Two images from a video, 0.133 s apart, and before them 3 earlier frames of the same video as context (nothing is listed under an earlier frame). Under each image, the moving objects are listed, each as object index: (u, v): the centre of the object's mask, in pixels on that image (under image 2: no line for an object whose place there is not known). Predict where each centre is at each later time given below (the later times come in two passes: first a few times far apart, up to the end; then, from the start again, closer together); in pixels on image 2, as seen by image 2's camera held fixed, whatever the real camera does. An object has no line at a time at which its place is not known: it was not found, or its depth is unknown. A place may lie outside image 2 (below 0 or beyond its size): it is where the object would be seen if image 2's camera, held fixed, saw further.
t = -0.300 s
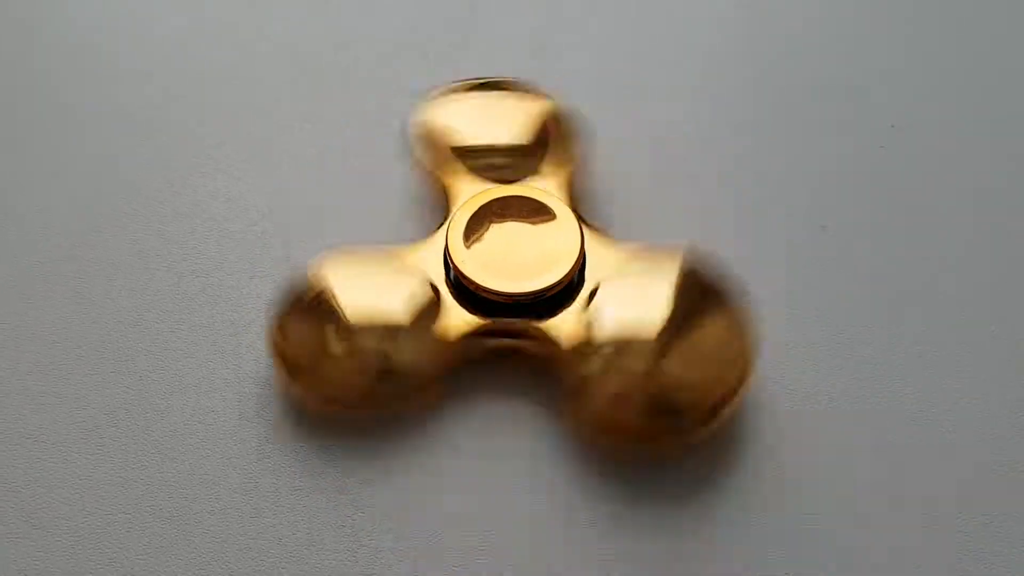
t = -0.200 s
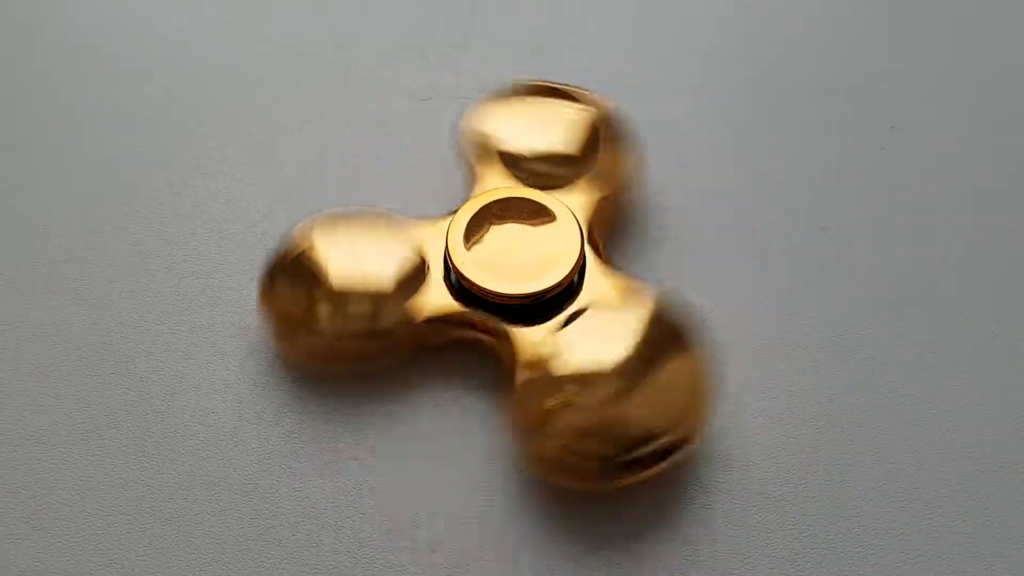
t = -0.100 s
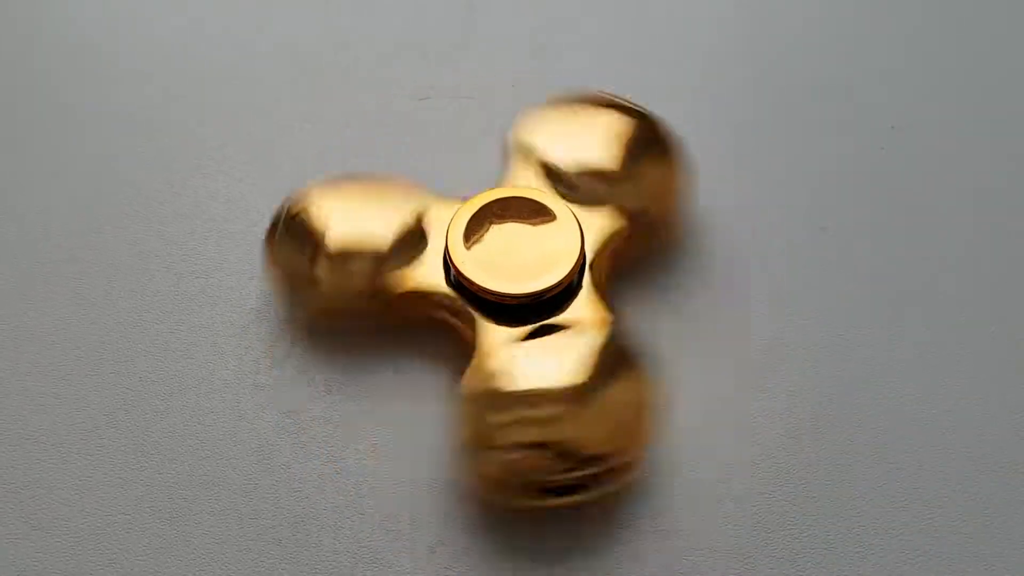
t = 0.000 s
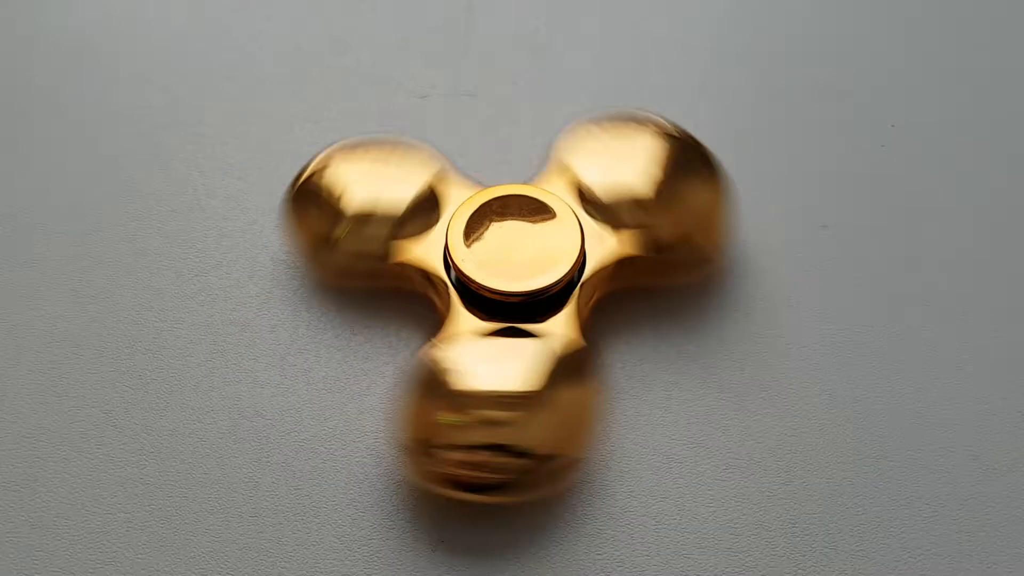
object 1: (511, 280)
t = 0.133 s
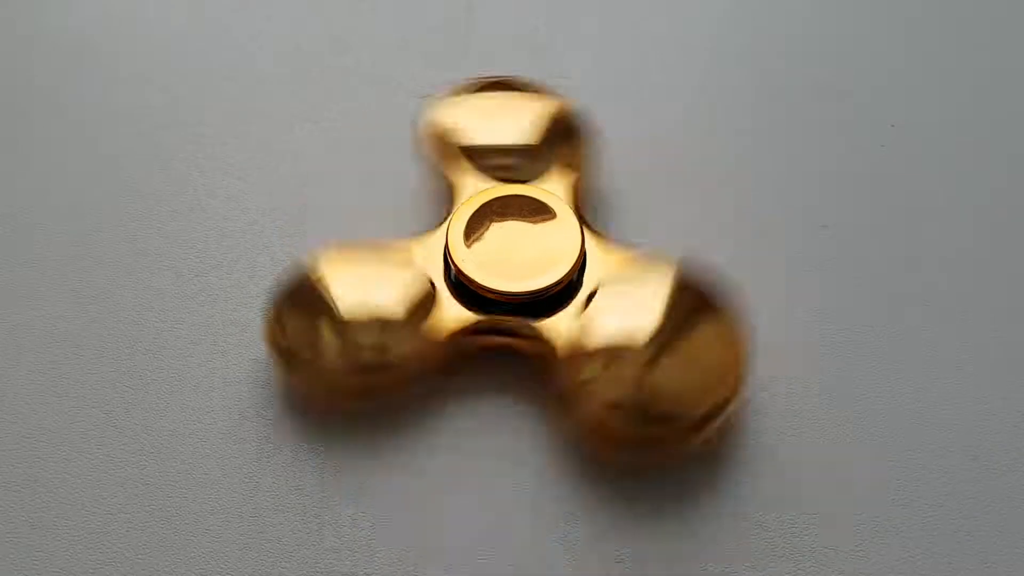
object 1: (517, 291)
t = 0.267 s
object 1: (514, 281)
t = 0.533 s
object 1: (515, 281)
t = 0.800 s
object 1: (518, 281)
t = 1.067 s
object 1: (518, 282)
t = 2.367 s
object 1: (512, 290)
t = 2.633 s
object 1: (514, 292)
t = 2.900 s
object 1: (520, 287)
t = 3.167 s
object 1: (517, 284)
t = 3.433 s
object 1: (514, 282)
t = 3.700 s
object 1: (511, 284)
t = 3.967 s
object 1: (511, 289)
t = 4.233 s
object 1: (516, 290)
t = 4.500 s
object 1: (518, 284)
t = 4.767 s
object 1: (512, 284)
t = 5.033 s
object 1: (510, 288)
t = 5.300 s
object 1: (518, 289)
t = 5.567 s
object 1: (517, 281)
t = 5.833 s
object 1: (510, 284)
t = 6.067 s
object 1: (517, 282)
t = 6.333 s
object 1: (510, 287)
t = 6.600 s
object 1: (519, 287)
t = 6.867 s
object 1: (513, 284)
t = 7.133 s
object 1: (517, 288)
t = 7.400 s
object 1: (518, 281)
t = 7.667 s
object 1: (513, 289)
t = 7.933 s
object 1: (515, 284)
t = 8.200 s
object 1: (510, 288)
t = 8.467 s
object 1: (516, 282)
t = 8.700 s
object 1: (521, 286)
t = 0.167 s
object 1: (509, 283)
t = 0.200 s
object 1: (517, 283)
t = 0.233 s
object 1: (512, 290)
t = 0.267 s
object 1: (514, 281)
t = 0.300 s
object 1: (518, 291)
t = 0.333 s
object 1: (510, 285)
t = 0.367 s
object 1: (517, 283)
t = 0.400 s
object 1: (517, 290)
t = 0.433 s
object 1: (510, 283)
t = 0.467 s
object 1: (519, 287)
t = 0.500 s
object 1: (509, 288)
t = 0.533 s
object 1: (515, 281)
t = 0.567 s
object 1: (518, 292)
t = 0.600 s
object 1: (510, 284)
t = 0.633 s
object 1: (516, 283)
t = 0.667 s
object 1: (513, 291)
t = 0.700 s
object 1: (511, 283)
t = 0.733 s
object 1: (518, 288)
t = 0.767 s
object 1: (509, 287)
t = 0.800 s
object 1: (518, 281)
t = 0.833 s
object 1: (519, 291)
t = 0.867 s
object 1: (511, 285)
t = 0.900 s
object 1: (519, 286)
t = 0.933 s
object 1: (513, 291)
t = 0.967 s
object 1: (514, 284)
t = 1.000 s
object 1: (520, 291)
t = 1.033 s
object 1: (510, 286)
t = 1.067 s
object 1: (518, 282)
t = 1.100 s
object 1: (518, 293)
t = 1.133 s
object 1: (511, 285)
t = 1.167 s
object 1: (520, 286)
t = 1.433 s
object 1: (517, 286)
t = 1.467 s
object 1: (513, 291)
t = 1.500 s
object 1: (513, 284)
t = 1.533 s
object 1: (519, 289)
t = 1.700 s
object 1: (517, 284)
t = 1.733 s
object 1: (514, 291)
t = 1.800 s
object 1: (519, 288)
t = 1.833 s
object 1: (509, 289)
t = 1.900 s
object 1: (518, 291)
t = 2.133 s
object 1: (514, 281)
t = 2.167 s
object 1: (520, 288)
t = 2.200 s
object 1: (509, 287)
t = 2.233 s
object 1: (515, 283)
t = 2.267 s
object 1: (516, 290)
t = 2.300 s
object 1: (509, 284)
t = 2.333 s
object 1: (515, 283)
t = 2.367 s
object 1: (512, 290)
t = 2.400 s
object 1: (511, 282)
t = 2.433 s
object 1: (522, 287)
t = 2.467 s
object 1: (511, 290)
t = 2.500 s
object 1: (512, 283)
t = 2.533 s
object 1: (516, 290)
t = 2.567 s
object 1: (508, 287)
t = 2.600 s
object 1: (515, 281)
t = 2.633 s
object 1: (514, 292)
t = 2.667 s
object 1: (508, 283)
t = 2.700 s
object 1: (517, 283)
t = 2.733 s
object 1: (514, 290)
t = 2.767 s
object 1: (510, 284)
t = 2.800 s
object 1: (518, 286)
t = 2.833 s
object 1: (512, 289)
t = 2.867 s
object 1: (513, 282)
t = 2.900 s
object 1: (520, 287)
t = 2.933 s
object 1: (509, 286)
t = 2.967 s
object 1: (515, 281)
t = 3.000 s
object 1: (518, 291)
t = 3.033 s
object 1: (510, 285)
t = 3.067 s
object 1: (515, 283)
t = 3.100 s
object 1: (516, 291)
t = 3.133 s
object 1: (510, 284)
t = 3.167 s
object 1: (517, 284)
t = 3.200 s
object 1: (514, 289)
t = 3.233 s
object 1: (511, 282)
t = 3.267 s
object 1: (520, 287)
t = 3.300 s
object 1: (514, 289)
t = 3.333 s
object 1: (514, 282)
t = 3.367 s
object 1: (519, 287)
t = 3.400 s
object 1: (509, 288)
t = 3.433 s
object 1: (514, 282)
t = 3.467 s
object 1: (517, 287)
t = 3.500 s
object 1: (509, 285)
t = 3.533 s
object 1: (518, 281)
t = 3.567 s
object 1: (518, 289)
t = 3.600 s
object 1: (512, 284)
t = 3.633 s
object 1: (517, 283)
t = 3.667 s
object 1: (516, 289)
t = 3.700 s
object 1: (511, 284)
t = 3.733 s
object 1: (518, 283)
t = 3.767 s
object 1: (513, 289)
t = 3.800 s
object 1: (513, 282)
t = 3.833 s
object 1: (522, 284)
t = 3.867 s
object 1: (513, 289)
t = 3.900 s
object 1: (514, 282)
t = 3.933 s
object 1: (520, 287)
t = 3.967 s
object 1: (511, 289)
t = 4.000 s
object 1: (514, 284)
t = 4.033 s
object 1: (519, 288)
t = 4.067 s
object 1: (511, 287)
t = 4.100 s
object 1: (517, 282)
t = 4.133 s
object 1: (518, 288)
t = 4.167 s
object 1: (511, 286)
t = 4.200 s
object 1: (517, 283)
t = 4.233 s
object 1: (516, 290)
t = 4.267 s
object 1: (510, 284)
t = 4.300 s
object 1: (518, 283)
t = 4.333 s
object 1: (516, 291)
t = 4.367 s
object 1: (510, 283)
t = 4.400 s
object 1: (518, 282)
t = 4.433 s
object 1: (516, 290)
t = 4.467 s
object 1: (511, 283)
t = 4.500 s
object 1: (518, 284)
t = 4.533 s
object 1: (514, 289)
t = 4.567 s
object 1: (511, 283)
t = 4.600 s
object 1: (519, 286)
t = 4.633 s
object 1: (512, 289)
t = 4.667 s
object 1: (513, 283)
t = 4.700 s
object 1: (519, 285)
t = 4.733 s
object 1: (513, 289)
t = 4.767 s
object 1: (512, 284)
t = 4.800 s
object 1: (518, 285)
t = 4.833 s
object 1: (510, 288)
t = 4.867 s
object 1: (513, 283)
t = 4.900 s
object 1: (518, 286)
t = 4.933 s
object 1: (508, 287)
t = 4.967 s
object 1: (515, 281)
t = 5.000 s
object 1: (520, 287)
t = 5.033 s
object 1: (510, 288)
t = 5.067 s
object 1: (515, 284)
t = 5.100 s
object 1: (518, 288)
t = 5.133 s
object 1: (509, 286)
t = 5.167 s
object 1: (515, 283)
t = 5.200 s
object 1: (516, 287)
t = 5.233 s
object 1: (508, 285)
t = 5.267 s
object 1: (516, 281)
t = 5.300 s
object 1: (518, 289)
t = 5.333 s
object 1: (509, 286)
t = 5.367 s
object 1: (515, 283)
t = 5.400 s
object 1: (515, 289)
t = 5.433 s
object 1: (509, 285)
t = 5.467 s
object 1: (516, 282)
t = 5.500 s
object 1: (517, 288)
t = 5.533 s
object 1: (509, 284)
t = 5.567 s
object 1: (517, 281)
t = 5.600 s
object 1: (517, 288)
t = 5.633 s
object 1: (510, 285)
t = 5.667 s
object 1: (516, 283)
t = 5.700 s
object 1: (516, 288)
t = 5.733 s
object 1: (509, 285)
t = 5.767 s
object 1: (516, 283)
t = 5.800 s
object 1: (516, 288)
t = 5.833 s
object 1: (510, 284)
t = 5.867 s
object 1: (518, 281)
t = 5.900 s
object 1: (519, 290)
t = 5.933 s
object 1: (511, 285)
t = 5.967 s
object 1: (517, 282)
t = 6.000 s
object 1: (517, 288)
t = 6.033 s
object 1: (509, 285)
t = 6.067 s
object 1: (517, 282)
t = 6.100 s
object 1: (517, 289)
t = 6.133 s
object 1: (509, 285)
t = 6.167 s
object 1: (517, 281)
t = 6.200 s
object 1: (519, 290)
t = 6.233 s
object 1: (510, 287)
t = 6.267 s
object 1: (516, 283)
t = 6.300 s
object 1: (517, 289)
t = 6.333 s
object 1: (510, 287)
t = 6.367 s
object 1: (516, 283)
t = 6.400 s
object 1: (519, 287)
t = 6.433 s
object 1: (511, 286)
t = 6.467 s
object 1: (516, 282)
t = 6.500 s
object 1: (521, 287)
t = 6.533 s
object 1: (512, 288)
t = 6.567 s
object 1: (514, 282)
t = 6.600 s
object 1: (519, 287)
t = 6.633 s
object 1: (511, 288)
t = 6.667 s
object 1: (514, 282)
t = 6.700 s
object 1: (521, 286)
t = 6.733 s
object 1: (513, 287)
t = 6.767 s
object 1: (515, 282)
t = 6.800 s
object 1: (521, 285)
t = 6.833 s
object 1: (514, 290)
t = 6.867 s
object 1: (513, 284)
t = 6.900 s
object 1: (519, 286)
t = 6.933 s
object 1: (514, 289)
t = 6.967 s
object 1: (512, 283)
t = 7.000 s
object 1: (518, 284)
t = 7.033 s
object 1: (514, 288)
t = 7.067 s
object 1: (512, 281)
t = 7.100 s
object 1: (520, 283)
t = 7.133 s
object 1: (517, 288)
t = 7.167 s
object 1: (512, 284)
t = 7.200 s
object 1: (519, 283)
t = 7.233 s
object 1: (517, 289)
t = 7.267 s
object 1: (512, 285)
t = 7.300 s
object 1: (517, 283)
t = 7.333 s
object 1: (516, 288)
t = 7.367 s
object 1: (512, 284)
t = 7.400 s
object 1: (518, 281)
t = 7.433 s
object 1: (518, 287)
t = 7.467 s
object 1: (511, 286)
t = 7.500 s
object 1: (515, 283)
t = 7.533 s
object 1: (518, 288)
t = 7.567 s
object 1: (510, 289)
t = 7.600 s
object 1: (513, 285)
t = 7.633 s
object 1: (519, 288)
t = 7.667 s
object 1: (513, 289)
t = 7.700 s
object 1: (514, 282)
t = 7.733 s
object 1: (522, 285)
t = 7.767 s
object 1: (515, 289)
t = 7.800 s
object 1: (512, 284)
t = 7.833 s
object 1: (518, 285)
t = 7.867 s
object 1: (515, 291)
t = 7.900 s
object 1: (511, 286)
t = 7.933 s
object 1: (515, 284)
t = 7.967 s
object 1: (515, 288)
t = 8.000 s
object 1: (510, 284)
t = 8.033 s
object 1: (517, 281)
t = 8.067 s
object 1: (518, 288)
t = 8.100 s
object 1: (512, 286)
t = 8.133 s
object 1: (515, 282)
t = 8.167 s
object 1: (518, 286)
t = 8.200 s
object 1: (510, 288)
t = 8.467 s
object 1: (516, 282)
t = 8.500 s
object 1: (516, 287)
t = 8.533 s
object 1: (510, 284)
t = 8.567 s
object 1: (516, 281)
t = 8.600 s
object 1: (518, 287)
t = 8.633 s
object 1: (511, 286)
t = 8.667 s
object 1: (515, 281)
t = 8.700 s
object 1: (521, 286)
